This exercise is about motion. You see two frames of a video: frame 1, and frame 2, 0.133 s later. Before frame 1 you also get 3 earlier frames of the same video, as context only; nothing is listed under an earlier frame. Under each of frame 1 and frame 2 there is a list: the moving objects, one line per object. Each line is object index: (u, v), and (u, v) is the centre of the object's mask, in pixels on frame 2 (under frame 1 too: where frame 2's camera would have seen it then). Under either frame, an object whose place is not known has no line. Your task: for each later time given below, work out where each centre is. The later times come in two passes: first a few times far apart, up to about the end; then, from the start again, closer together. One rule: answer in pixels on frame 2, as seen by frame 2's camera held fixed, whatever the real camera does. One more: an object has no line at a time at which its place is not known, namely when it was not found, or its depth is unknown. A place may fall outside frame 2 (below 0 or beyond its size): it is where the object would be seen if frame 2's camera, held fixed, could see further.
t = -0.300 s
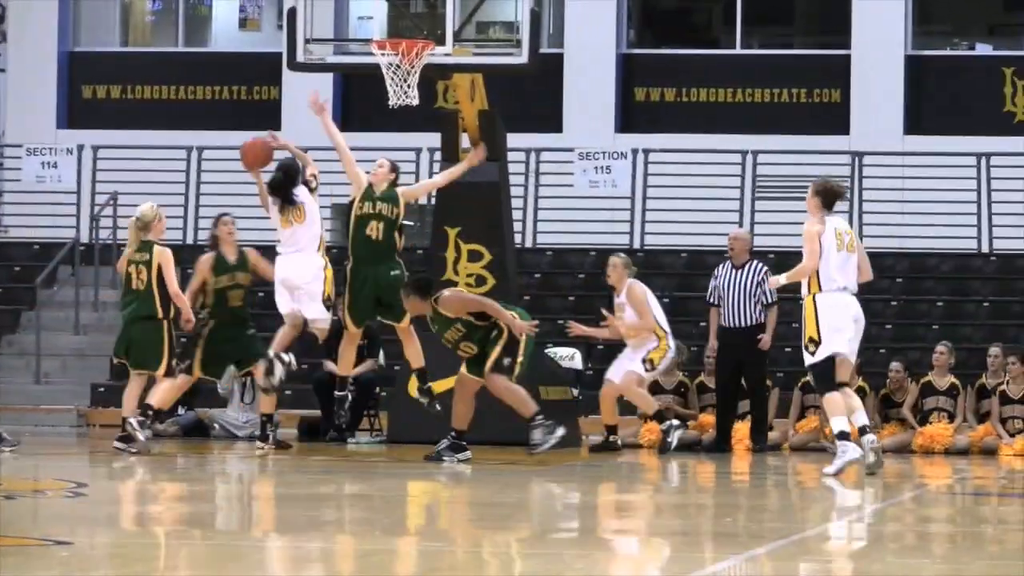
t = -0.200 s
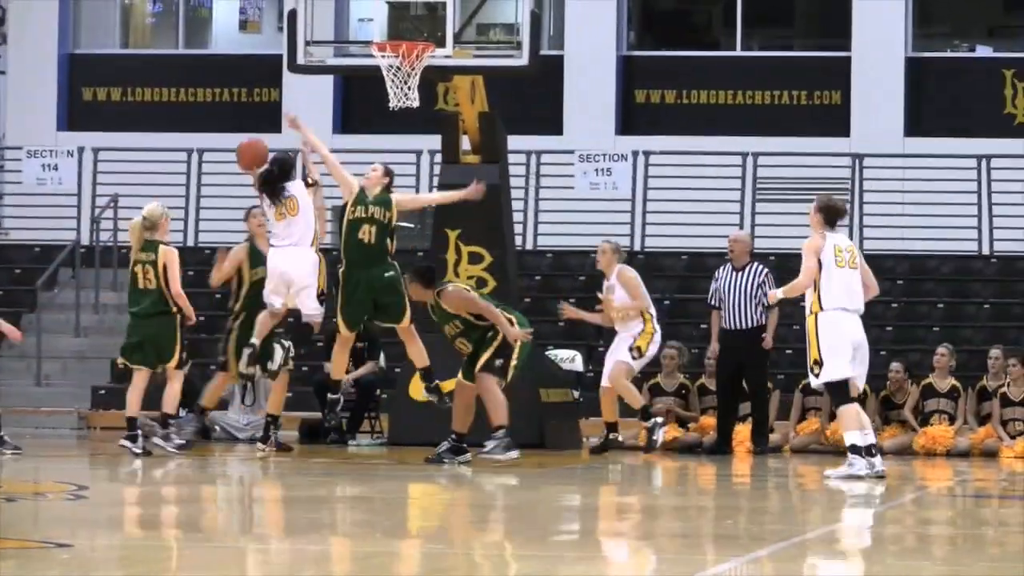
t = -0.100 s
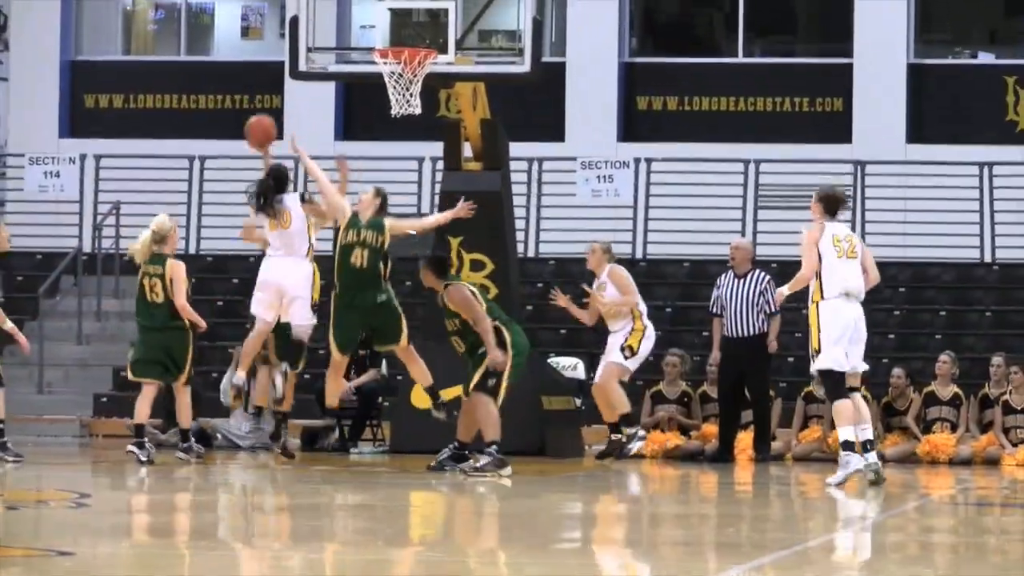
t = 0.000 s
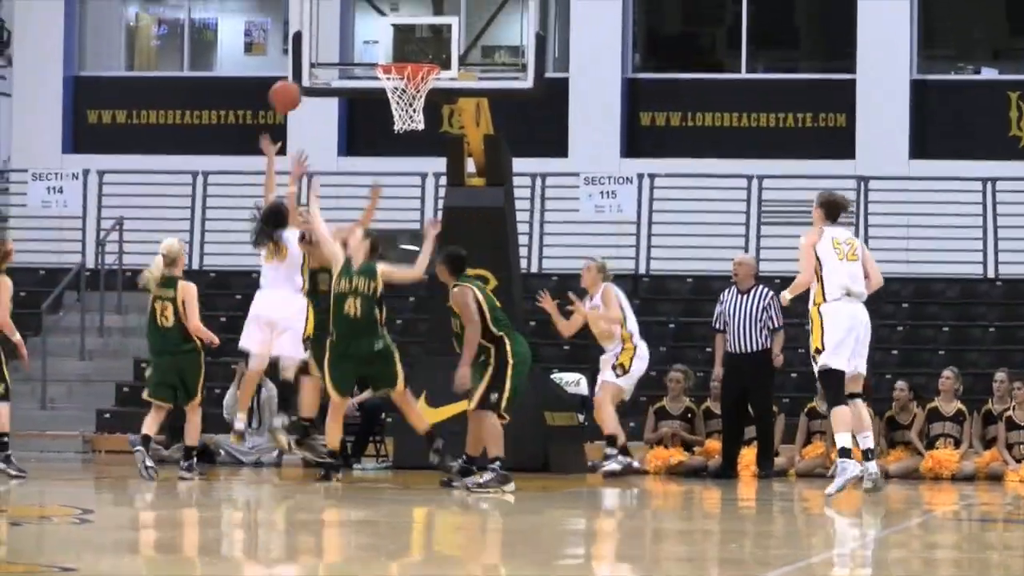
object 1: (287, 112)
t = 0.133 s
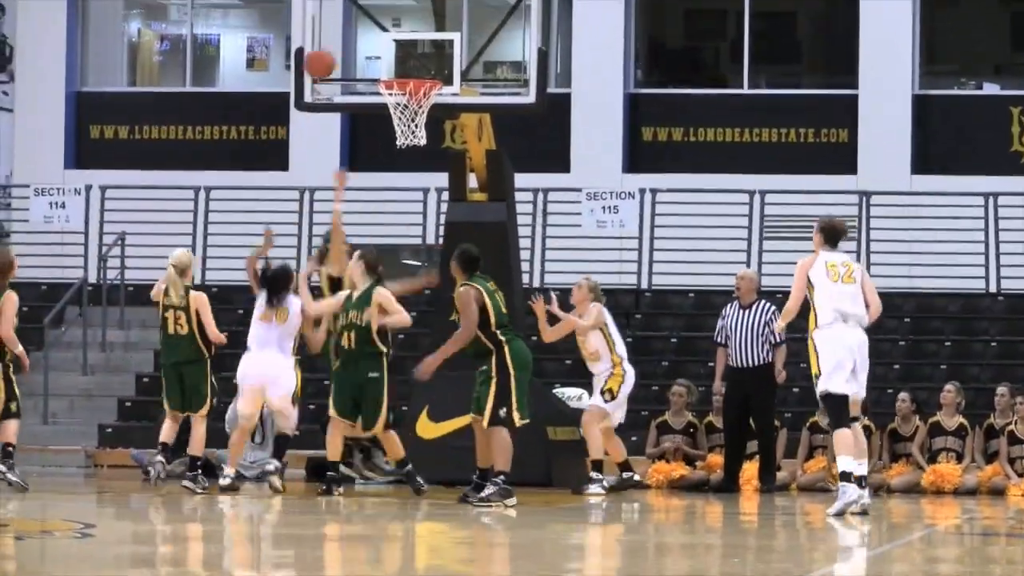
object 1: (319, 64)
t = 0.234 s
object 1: (342, 44)
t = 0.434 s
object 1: (386, 44)
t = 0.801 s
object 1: (409, 94)
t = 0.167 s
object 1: (327, 55)
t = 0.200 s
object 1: (335, 49)
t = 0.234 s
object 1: (342, 44)
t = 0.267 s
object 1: (350, 40)
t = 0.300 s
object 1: (357, 38)
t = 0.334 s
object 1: (365, 37)
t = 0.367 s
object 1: (372, 38)
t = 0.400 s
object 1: (379, 40)
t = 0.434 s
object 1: (386, 44)
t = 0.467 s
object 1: (394, 49)
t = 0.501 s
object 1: (400, 55)
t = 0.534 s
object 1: (407, 63)
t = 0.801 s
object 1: (409, 94)
